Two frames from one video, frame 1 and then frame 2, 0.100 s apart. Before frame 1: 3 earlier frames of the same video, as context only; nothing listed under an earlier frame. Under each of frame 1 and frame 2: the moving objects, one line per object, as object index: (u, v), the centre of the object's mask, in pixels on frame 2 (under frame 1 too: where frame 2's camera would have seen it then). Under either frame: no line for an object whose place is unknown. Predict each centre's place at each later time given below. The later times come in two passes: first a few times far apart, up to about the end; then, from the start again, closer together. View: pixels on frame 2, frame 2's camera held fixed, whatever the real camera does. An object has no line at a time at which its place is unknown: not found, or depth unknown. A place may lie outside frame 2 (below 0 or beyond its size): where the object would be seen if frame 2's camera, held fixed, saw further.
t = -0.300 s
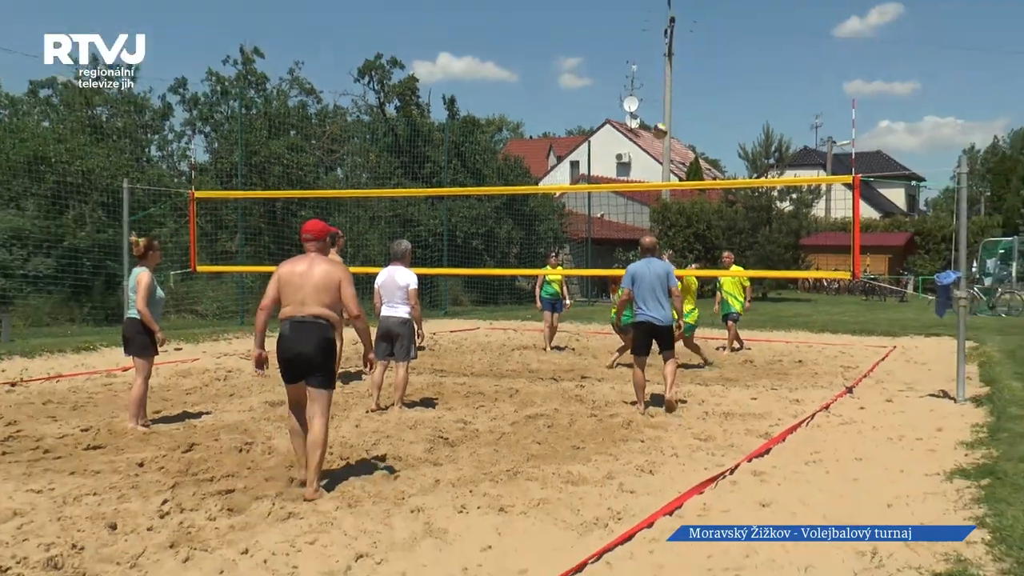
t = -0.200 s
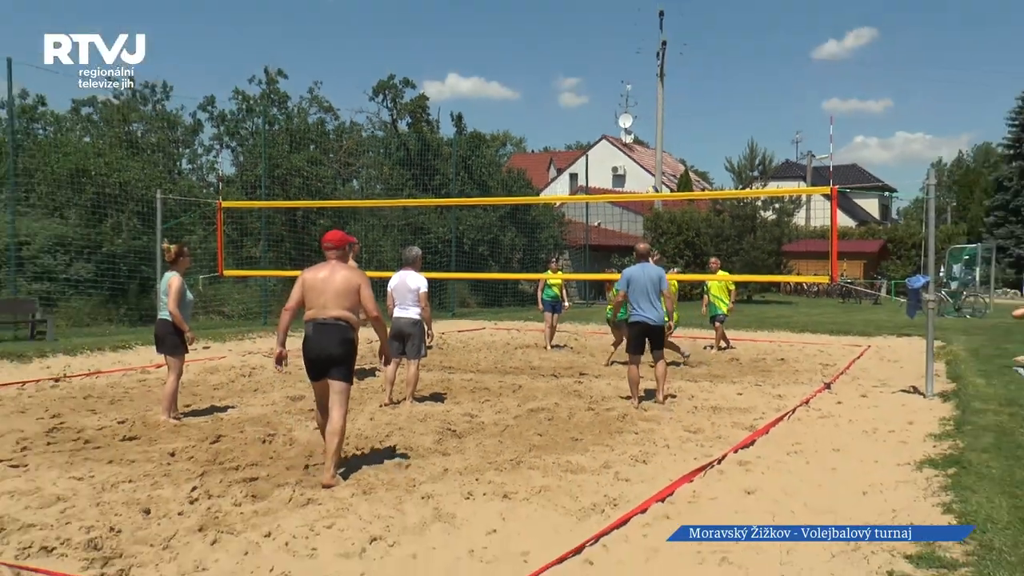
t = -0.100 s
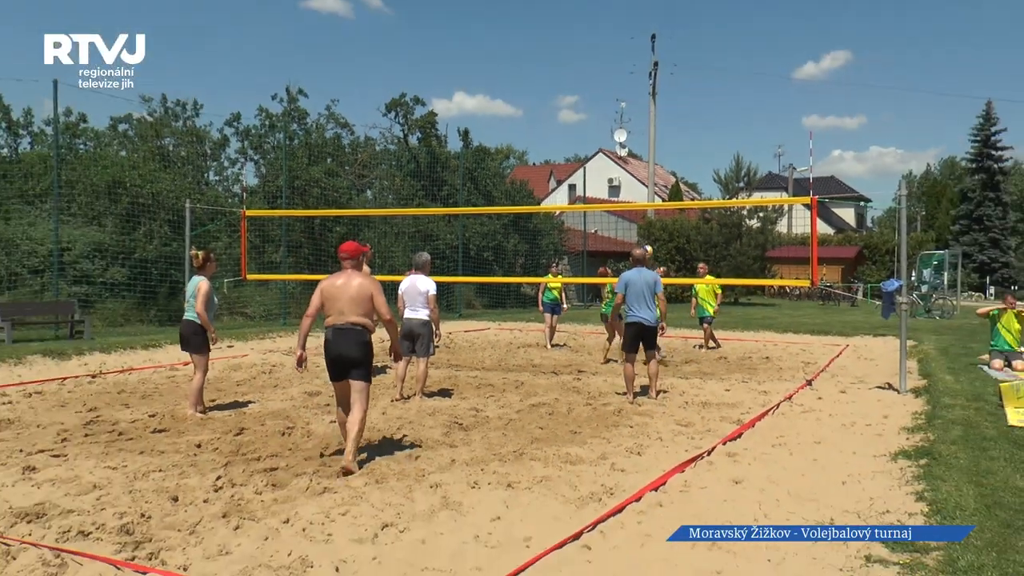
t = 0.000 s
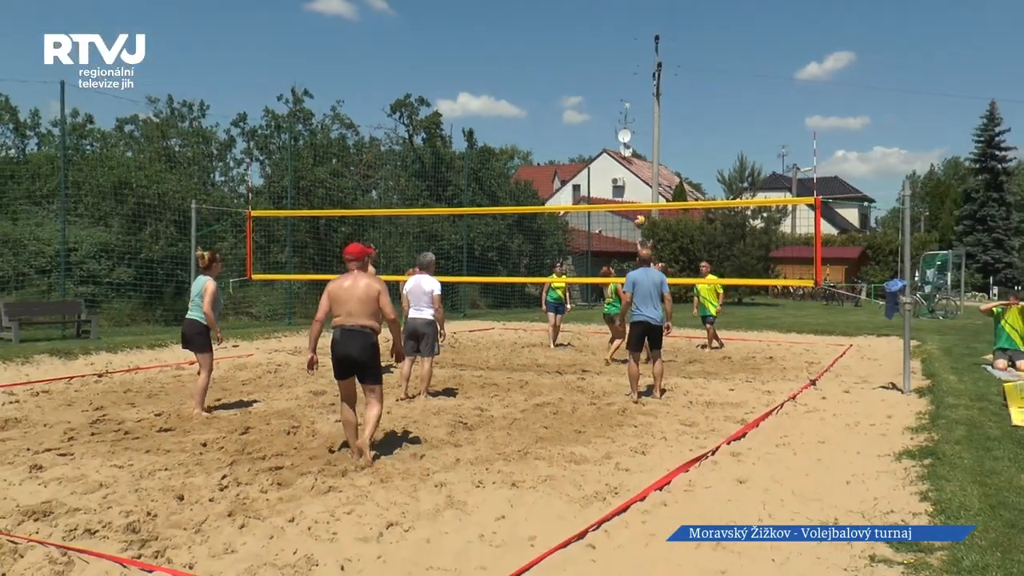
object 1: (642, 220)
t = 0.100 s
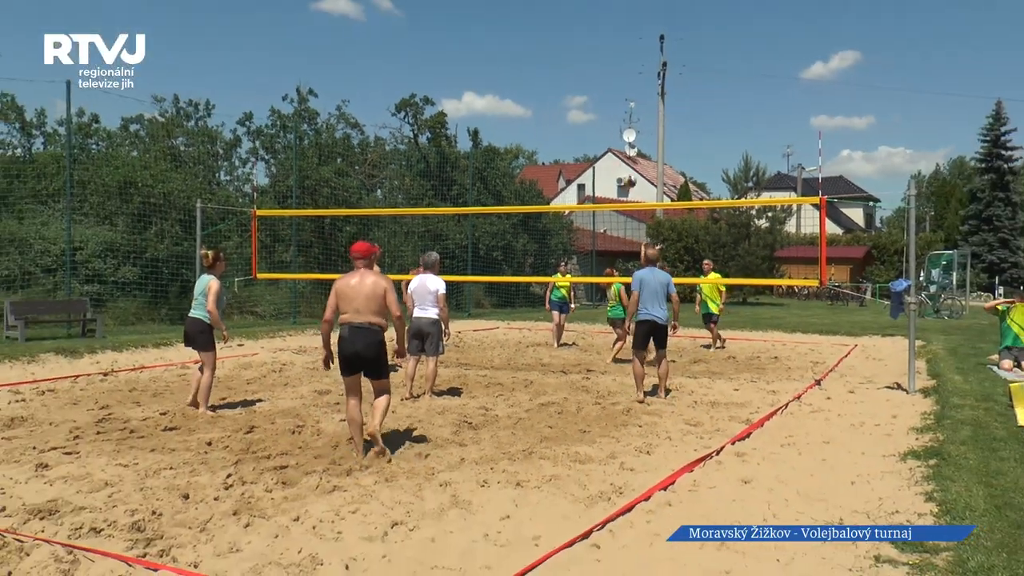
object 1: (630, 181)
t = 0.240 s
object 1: (611, 137)
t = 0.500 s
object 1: (577, 89)
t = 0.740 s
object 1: (547, 80)
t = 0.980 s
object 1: (519, 102)
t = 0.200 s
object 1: (617, 149)
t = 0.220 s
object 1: (614, 143)
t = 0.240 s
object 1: (611, 137)
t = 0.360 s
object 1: (595, 110)
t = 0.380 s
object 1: (592, 106)
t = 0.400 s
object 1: (590, 102)
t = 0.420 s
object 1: (587, 99)
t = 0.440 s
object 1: (585, 96)
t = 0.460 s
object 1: (582, 93)
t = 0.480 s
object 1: (580, 91)
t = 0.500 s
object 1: (577, 89)
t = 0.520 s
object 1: (575, 87)
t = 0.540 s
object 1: (572, 85)
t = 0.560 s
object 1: (569, 83)
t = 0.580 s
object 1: (567, 82)
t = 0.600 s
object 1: (565, 82)
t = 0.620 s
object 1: (562, 81)
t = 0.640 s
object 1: (559, 80)
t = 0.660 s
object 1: (557, 80)
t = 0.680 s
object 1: (554, 80)
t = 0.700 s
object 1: (552, 80)
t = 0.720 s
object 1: (549, 81)
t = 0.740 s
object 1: (547, 80)
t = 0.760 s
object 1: (544, 81)
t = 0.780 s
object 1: (542, 82)
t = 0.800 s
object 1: (539, 82)
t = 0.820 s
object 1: (537, 84)
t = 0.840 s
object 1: (535, 86)
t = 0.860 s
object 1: (532, 87)
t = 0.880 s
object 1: (530, 89)
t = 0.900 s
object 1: (528, 91)
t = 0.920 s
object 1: (525, 93)
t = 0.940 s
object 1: (523, 96)
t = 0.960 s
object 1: (521, 99)
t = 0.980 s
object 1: (519, 102)
